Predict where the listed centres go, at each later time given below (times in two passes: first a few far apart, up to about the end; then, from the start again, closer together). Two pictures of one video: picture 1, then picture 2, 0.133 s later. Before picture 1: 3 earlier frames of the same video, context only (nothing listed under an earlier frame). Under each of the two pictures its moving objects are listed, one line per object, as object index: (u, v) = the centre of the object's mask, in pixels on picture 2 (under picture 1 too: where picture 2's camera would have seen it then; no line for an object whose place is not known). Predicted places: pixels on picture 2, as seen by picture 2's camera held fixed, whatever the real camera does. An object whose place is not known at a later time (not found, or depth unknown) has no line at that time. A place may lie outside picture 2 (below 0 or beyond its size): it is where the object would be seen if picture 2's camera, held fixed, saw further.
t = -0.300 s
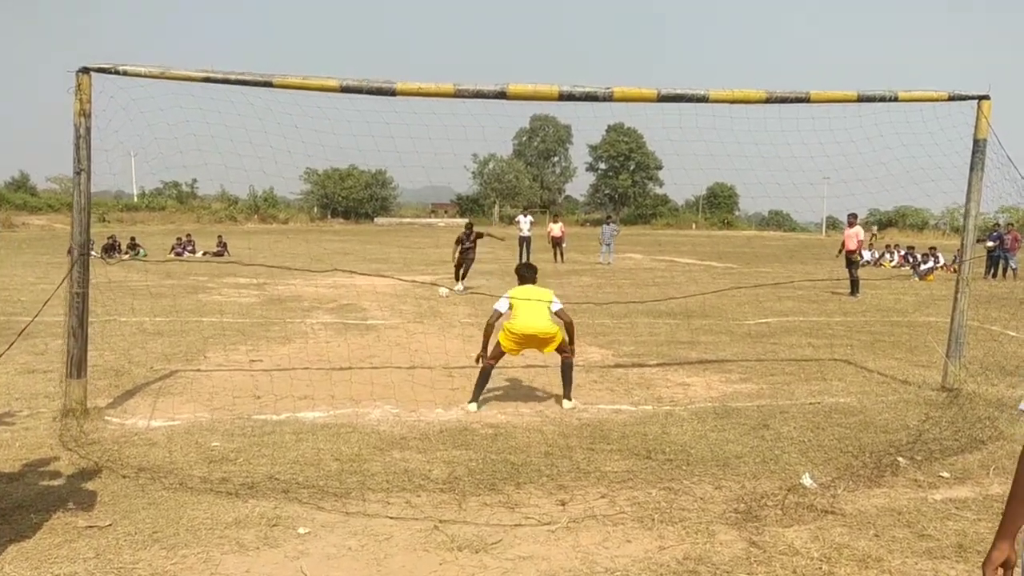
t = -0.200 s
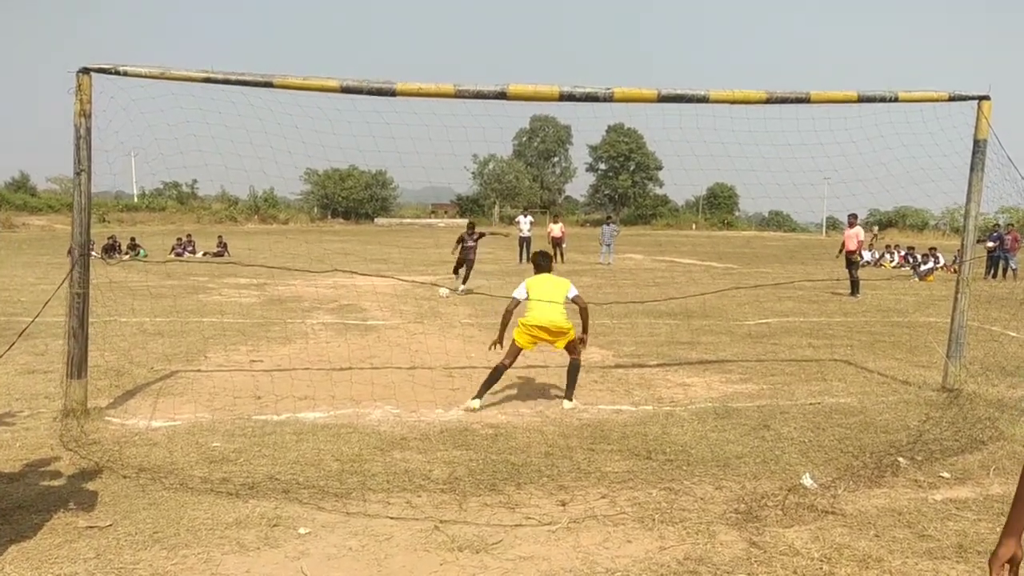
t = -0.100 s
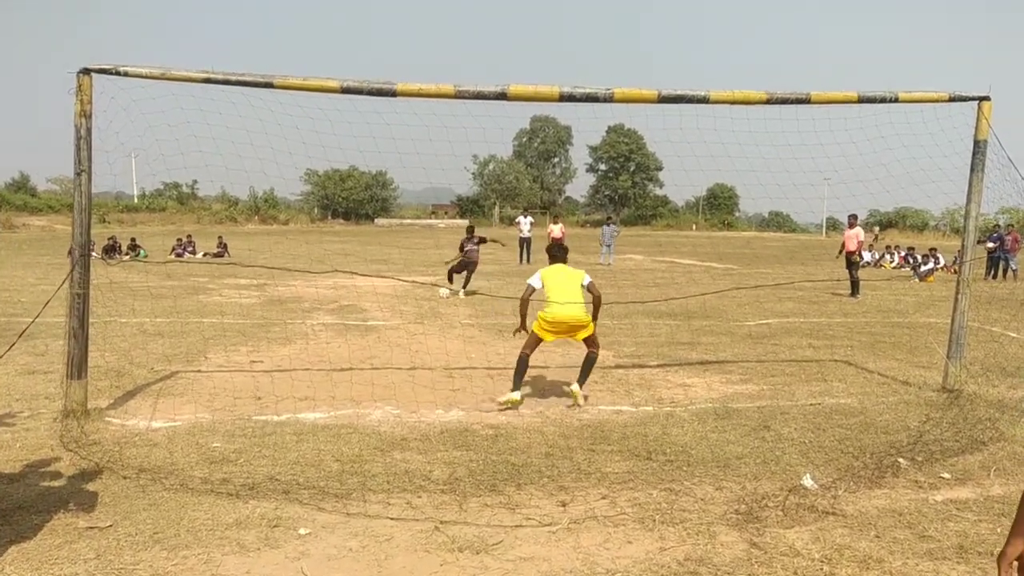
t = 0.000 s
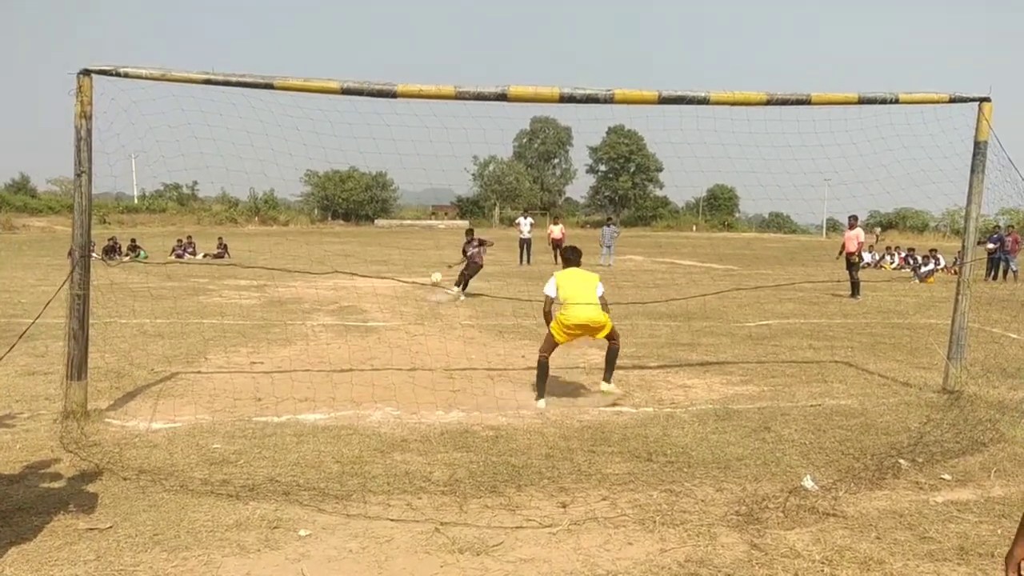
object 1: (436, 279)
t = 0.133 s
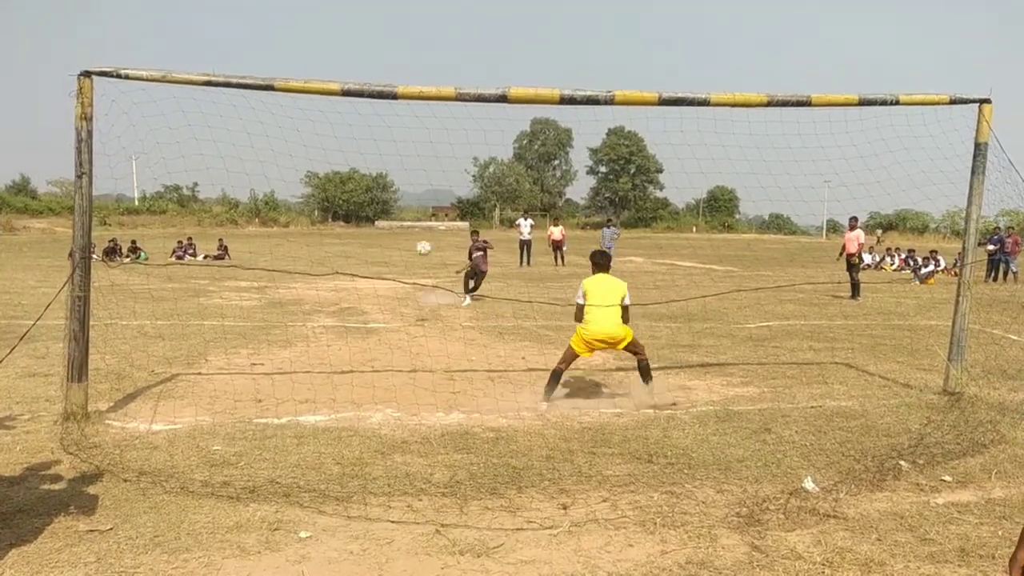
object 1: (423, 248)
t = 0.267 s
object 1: (409, 212)
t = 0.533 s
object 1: (371, 114)
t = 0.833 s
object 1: (325, 142)
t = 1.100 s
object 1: (299, 392)
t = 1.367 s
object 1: (328, 391)
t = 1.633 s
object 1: (381, 312)
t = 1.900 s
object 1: (421, 381)
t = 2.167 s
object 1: (437, 377)
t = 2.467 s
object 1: (442, 372)
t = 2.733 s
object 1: (441, 415)
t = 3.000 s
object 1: (445, 421)
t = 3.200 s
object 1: (446, 427)
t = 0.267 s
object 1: (409, 212)
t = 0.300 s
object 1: (405, 202)
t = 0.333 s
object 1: (401, 192)
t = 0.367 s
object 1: (398, 181)
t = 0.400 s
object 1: (395, 170)
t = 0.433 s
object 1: (391, 158)
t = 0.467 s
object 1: (387, 144)
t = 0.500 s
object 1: (381, 130)
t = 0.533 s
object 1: (371, 114)
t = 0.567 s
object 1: (360, 102)
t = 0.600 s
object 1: (352, 94)
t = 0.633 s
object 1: (346, 90)
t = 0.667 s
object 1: (342, 91)
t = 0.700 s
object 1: (339, 94)
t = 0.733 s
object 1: (336, 103)
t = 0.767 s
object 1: (332, 112)
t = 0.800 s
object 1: (329, 125)
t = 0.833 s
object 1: (325, 142)
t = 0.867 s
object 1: (322, 158)
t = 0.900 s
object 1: (318, 182)
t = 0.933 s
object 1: (315, 207)
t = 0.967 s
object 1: (312, 237)
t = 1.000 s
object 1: (308, 271)
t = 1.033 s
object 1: (306, 306)
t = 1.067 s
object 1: (303, 348)
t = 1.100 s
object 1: (299, 392)
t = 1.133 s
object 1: (297, 439)
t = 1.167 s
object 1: (296, 491)
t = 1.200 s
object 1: (295, 541)
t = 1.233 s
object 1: (301, 510)
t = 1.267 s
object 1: (308, 474)
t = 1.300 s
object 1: (315, 442)
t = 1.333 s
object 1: (322, 415)
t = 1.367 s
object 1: (328, 391)
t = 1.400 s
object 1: (335, 371)
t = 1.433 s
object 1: (342, 354)
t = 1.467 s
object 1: (348, 340)
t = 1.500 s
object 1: (355, 329)
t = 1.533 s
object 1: (362, 321)
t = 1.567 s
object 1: (369, 315)
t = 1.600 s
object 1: (375, 313)
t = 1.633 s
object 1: (381, 312)
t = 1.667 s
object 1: (388, 314)
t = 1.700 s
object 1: (393, 317)
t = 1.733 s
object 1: (399, 323)
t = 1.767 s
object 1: (404, 331)
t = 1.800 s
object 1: (408, 341)
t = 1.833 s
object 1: (413, 352)
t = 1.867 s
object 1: (418, 366)
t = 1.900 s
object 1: (421, 381)
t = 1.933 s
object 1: (425, 397)
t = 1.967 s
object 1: (429, 414)
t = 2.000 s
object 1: (432, 432)
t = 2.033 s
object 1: (434, 420)
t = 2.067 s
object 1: (434, 407)
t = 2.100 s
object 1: (435, 395)
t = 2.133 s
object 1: (436, 386)
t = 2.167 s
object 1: (437, 377)
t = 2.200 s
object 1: (438, 370)
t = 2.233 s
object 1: (438, 365)
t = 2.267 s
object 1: (439, 362)
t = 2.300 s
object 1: (440, 360)
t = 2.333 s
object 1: (440, 360)
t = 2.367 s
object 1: (441, 361)
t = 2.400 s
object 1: (441, 363)
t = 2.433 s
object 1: (441, 367)
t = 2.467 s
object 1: (442, 372)
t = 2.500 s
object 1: (442, 377)
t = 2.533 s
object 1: (442, 384)
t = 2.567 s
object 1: (442, 390)
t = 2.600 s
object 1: (442, 396)
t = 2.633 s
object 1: (442, 403)
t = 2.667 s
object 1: (442, 411)
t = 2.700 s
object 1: (441, 416)
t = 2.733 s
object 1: (441, 415)
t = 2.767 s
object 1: (442, 414)
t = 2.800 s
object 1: (442, 414)
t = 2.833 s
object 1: (443, 413)
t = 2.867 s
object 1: (444, 414)
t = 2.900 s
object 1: (443, 417)
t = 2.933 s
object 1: (444, 420)
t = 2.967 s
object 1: (444, 421)
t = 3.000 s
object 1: (445, 421)
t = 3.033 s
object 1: (445, 422)
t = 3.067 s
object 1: (445, 424)
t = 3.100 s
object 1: (445, 424)
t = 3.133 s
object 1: (446, 425)
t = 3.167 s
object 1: (445, 426)
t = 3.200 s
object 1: (446, 427)
